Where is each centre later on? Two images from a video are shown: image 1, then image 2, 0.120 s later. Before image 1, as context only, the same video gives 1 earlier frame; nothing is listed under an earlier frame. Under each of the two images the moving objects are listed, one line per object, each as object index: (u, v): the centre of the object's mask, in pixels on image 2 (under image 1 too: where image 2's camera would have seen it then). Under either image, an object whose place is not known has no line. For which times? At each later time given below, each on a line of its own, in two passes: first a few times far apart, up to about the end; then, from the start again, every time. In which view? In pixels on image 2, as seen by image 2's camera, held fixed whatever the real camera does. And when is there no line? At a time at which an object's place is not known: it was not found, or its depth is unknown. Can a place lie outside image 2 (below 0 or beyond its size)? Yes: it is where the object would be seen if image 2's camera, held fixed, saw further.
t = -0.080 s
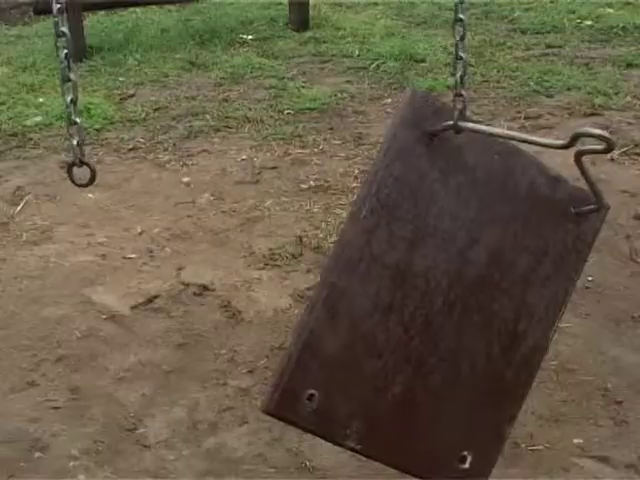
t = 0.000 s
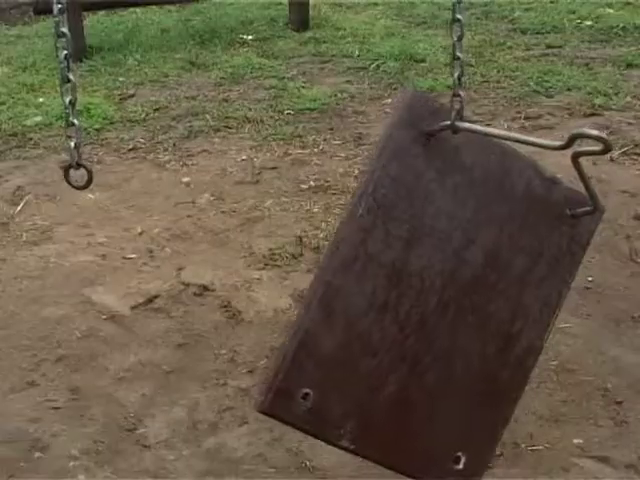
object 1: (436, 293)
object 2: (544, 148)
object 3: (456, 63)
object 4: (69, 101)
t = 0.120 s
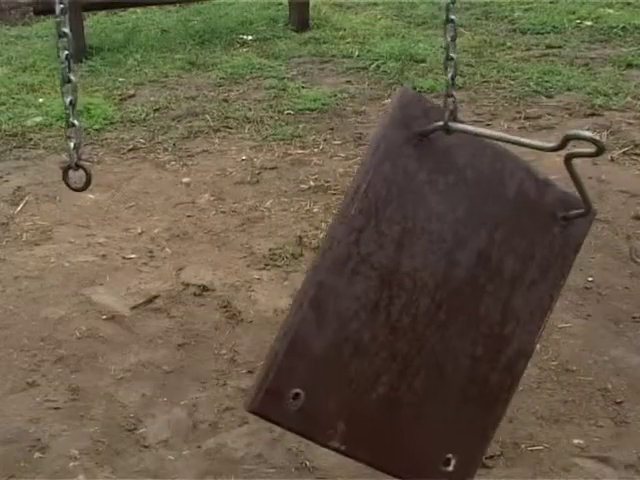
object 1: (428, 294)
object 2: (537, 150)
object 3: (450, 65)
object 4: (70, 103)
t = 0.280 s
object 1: (413, 297)
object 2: (520, 151)
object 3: (435, 65)
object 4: (75, 101)
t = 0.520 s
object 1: (393, 300)
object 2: (502, 155)
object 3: (417, 67)
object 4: (84, 94)
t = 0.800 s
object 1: (379, 303)
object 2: (493, 159)
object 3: (408, 69)
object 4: (71, 94)
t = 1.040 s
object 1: (380, 305)
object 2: (496, 161)
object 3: (406, 69)
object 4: (64, 93)
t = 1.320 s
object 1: (396, 305)
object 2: (510, 159)
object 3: (421, 69)
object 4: (68, 92)
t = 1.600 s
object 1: (421, 302)
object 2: (530, 154)
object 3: (444, 68)
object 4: (63, 99)
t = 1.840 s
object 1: (439, 299)
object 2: (546, 149)
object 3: (457, 66)
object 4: (66, 101)
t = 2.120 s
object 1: (446, 294)
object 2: (554, 146)
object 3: (466, 65)
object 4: (83, 98)
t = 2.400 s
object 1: (436, 294)
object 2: (540, 144)
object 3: (455, 65)
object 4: (78, 97)
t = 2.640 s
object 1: (418, 296)
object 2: (526, 147)
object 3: (440, 65)
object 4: (71, 97)
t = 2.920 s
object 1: (393, 299)
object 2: (504, 151)
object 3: (420, 67)
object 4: (73, 93)
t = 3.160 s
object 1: (379, 303)
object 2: (493, 155)
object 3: (406, 68)
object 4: (64, 96)
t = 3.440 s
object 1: (378, 305)
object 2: (498, 157)
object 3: (408, 69)
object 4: (58, 99)
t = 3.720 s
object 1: (394, 305)
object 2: (507, 155)
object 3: (420, 69)
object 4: (75, 98)
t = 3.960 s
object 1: (415, 303)
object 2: (528, 152)
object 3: (438, 67)
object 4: (78, 100)
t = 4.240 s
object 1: (437, 299)
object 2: (545, 146)
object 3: (459, 67)
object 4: (75, 100)
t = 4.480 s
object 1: (444, 295)
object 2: (549, 142)
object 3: (462, 65)
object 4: (80, 94)
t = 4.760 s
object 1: (437, 293)
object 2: (549, 140)
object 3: (458, 63)
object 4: (71, 94)
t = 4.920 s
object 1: (428, 294)
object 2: (538, 141)
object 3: (450, 63)
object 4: (61, 95)
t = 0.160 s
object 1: (425, 295)
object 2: (533, 150)
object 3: (446, 65)
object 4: (70, 103)
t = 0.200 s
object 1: (421, 296)
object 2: (529, 151)
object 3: (443, 66)
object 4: (71, 102)
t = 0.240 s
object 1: (418, 296)
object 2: (528, 152)
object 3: (439, 65)
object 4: (73, 102)
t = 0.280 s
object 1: (413, 297)
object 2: (520, 151)
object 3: (435, 65)
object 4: (75, 101)
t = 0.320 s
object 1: (410, 297)
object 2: (518, 152)
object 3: (432, 66)
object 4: (78, 100)
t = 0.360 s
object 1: (407, 298)
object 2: (514, 152)
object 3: (428, 66)
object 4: (80, 100)
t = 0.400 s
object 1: (403, 299)
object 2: (511, 153)
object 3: (425, 66)
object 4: (82, 97)
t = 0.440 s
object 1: (400, 300)
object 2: (507, 154)
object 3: (421, 65)
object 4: (83, 95)
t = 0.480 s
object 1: (396, 300)
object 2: (505, 155)
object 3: (419, 68)
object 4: (84, 95)
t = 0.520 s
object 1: (393, 300)
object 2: (502, 155)
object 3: (417, 67)
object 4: (84, 94)
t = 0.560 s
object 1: (390, 301)
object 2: (503, 157)
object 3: (415, 67)
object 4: (84, 94)
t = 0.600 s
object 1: (388, 301)
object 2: (504, 158)
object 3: (414, 67)
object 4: (83, 94)
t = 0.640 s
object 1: (386, 302)
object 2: (500, 158)
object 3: (412, 66)
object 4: (82, 94)
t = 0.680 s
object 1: (384, 302)
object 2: (500, 158)
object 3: (411, 67)
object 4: (79, 94)
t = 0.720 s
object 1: (381, 302)
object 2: (496, 158)
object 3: (410, 68)
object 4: (77, 94)
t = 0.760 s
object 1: (380, 303)
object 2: (497, 159)
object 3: (409, 68)
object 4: (74, 94)
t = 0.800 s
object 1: (379, 303)
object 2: (493, 159)
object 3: (408, 69)
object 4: (71, 94)
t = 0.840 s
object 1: (378, 303)
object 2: (495, 160)
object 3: (407, 68)
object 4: (69, 94)
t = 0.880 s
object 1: (378, 304)
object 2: (494, 160)
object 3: (406, 68)
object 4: (67, 94)
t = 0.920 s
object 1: (377, 304)
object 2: (494, 160)
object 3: (406, 69)
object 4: (65, 93)
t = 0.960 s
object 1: (378, 305)
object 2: (492, 160)
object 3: (406, 69)
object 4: (64, 94)
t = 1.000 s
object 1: (379, 305)
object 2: (494, 160)
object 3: (406, 69)
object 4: (64, 93)
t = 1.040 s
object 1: (380, 305)
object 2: (496, 161)
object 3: (406, 69)
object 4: (64, 93)
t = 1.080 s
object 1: (381, 305)
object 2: (494, 160)
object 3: (407, 69)
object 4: (64, 92)
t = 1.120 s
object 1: (383, 305)
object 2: (496, 160)
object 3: (409, 70)
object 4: (65, 93)
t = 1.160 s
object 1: (385, 305)
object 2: (497, 160)
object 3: (410, 70)
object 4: (66, 93)
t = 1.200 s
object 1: (387, 305)
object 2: (500, 160)
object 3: (412, 69)
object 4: (66, 92)
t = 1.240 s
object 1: (390, 305)
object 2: (503, 160)
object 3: (415, 71)
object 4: (68, 93)
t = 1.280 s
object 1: (393, 305)
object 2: (508, 160)
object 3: (418, 71)
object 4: (68, 92)
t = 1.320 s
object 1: (396, 305)
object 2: (510, 159)
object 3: (421, 69)
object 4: (68, 92)
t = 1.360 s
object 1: (400, 304)
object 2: (516, 159)
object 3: (425, 69)
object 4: (68, 92)
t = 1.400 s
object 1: (403, 304)
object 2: (519, 158)
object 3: (429, 68)
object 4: (68, 93)
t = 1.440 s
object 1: (407, 304)
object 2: (519, 157)
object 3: (432, 68)
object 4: (68, 94)
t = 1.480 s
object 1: (410, 304)
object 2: (525, 157)
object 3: (435, 69)
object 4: (66, 95)
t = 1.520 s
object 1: (414, 303)
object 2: (528, 156)
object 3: (439, 69)
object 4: (65, 97)
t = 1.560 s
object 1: (418, 303)
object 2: (528, 155)
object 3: (442, 68)
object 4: (64, 98)
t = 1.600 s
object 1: (421, 302)
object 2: (530, 154)
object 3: (444, 68)
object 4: (63, 99)
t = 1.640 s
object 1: (424, 302)
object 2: (534, 153)
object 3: (446, 68)
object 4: (62, 100)
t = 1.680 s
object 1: (428, 302)
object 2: (537, 152)
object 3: (448, 68)
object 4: (62, 101)
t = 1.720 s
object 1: (431, 301)
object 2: (541, 152)
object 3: (450, 68)
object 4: (62, 102)
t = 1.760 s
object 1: (433, 300)
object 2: (542, 151)
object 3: (452, 67)
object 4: (63, 101)
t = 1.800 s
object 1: (436, 300)
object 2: (545, 150)
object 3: (454, 67)
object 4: (64, 102)
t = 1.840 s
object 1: (439, 299)
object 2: (546, 149)
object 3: (457, 66)
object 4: (66, 101)
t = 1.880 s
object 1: (441, 298)
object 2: (549, 148)
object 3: (459, 67)
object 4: (69, 101)
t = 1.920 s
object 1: (442, 297)
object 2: (550, 148)
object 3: (460, 66)
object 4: (71, 101)
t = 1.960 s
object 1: (444, 297)
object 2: (552, 147)
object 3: (462, 66)
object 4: (74, 101)
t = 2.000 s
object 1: (444, 296)
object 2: (553, 147)
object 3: (464, 65)
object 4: (76, 100)
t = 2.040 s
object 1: (445, 295)
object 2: (551, 146)
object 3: (465, 65)
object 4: (79, 100)
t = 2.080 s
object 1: (446, 295)
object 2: (553, 146)
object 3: (466, 64)
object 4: (81, 99)
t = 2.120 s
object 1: (446, 294)
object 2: (554, 146)
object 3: (466, 65)
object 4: (83, 98)
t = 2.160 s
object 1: (445, 294)
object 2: (553, 145)
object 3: (465, 64)
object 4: (83, 98)
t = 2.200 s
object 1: (444, 294)
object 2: (550, 145)
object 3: (465, 64)
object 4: (84, 98)
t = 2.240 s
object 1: (444, 294)
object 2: (552, 145)
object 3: (464, 64)
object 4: (84, 98)
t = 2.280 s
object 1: (442, 294)
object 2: (548, 144)
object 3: (462, 64)
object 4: (83, 97)
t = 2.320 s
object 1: (441, 294)
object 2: (549, 145)
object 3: (460, 65)
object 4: (81, 97)
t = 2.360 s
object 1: (438, 294)
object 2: (541, 144)
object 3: (457, 65)
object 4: (79, 97)
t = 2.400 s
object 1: (436, 294)
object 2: (540, 144)
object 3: (455, 65)
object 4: (78, 97)
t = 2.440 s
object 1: (434, 295)
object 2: (536, 144)
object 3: (452, 64)
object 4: (76, 97)
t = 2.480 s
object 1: (431, 295)
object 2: (535, 145)
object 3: (449, 65)
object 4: (75, 97)
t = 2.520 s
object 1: (428, 296)
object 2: (531, 145)
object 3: (446, 65)
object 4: (73, 98)
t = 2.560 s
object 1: (425, 296)
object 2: (530, 146)
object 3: (444, 65)
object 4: (72, 97)
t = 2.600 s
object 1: (421, 296)
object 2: (526, 146)
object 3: (442, 66)
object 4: (71, 98)
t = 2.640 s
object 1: (418, 296)
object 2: (526, 147)
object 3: (440, 65)
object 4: (71, 97)
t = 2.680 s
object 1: (414, 297)
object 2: (523, 148)
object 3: (437, 65)
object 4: (71, 96)
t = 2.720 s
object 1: (411, 297)
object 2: (519, 148)
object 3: (435, 64)
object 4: (71, 95)
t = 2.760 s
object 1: (407, 297)
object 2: (518, 149)
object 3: (432, 67)
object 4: (72, 94)
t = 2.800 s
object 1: (405, 298)
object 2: (515, 150)
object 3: (430, 66)
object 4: (72, 94)
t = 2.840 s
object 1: (401, 298)
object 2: (511, 150)
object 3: (427, 68)
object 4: (73, 94)
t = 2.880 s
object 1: (397, 299)
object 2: (509, 151)
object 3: (424, 68)
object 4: (73, 93)
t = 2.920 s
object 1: (393, 299)
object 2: (504, 151)
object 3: (420, 67)
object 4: (73, 93)
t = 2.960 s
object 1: (390, 300)
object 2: (503, 152)
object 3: (417, 68)
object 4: (72, 93)
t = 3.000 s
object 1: (388, 301)
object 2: (498, 152)
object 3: (414, 68)
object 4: (72, 93)
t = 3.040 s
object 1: (385, 302)
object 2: (499, 153)
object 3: (411, 68)
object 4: (70, 93)
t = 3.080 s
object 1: (382, 301)
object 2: (493, 153)
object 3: (409, 67)
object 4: (68, 93)
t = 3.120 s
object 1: (380, 302)
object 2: (493, 154)
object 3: (407, 69)
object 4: (66, 94)
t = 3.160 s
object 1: (379, 303)
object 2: (493, 155)
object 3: (406, 68)
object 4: (64, 96)
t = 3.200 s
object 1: (378, 303)
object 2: (494, 156)
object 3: (405, 69)
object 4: (62, 96)
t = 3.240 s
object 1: (377, 304)
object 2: (492, 156)
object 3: (405, 70)
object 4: (60, 96)
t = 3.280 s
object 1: (377, 304)
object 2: (493, 156)
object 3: (405, 69)
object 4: (58, 97)
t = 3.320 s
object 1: (376, 304)
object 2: (494, 157)
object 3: (405, 69)
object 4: (57, 97)
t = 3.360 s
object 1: (377, 304)
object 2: (494, 157)
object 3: (406, 69)
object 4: (57, 98)
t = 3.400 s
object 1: (377, 304)
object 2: (493, 157)
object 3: (407, 70)
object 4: (57, 99)
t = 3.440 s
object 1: (378, 305)
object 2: (498, 157)
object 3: (408, 69)
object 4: (58, 99)
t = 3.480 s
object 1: (380, 305)
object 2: (498, 156)
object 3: (409, 69)
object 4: (60, 100)
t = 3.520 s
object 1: (381, 305)
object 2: (498, 157)
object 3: (411, 70)
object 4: (62, 101)
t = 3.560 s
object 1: (383, 305)
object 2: (501, 157)
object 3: (413, 69)
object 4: (65, 101)
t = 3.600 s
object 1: (386, 305)
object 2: (502, 157)
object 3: (414, 69)
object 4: (67, 102)
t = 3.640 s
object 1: (388, 305)
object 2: (504, 156)
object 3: (416, 70)
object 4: (70, 100)
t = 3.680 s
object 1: (391, 305)
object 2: (507, 156)
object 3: (418, 71)
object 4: (73, 98)
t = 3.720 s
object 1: (394, 305)
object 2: (507, 155)
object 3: (420, 69)
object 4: (75, 98)
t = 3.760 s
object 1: (397, 305)
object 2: (510, 155)
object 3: (423, 70)
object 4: (77, 98)
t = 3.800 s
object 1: (401, 304)
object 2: (512, 153)
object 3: (425, 69)
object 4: (78, 98)
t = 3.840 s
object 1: (404, 304)
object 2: (517, 154)
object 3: (428, 68)
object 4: (79, 99)
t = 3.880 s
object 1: (408, 304)
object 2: (519, 153)
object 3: (431, 69)
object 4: (79, 99)
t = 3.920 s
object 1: (412, 303)
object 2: (521, 152)
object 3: (435, 68)
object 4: (79, 99)
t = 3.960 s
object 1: (415, 303)
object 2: (528, 152)
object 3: (438, 67)
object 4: (78, 100)
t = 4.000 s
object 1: (419, 303)
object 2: (529, 151)
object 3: (442, 67)
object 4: (77, 100)
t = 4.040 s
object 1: (423, 302)
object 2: (533, 150)
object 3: (445, 67)
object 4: (76, 100)
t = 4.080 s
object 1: (426, 302)
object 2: (537, 150)
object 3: (448, 68)
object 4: (75, 101)
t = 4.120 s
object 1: (430, 301)
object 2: (537, 148)
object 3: (452, 67)
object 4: (75, 101)
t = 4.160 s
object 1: (432, 300)
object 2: (541, 147)
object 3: (454, 67)
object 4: (75, 101)
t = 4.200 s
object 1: (435, 300)
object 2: (543, 147)
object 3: (457, 66)
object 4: (75, 101)
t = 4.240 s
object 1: (437, 299)
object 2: (545, 146)
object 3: (459, 67)
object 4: (75, 100)
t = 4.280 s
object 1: (439, 298)
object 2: (548, 146)
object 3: (460, 67)
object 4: (76, 99)
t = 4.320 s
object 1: (441, 297)
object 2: (550, 145)
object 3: (461, 66)
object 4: (77, 98)
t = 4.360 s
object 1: (443, 297)
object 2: (548, 144)
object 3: (462, 66)
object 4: (78, 96)
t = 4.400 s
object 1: (443, 297)
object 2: (551, 144)
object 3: (462, 66)
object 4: (79, 95)
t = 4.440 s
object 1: (444, 296)
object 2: (552, 143)
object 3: (462, 65)
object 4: (80, 95)
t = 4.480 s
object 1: (444, 295)
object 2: (549, 142)
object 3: (462, 65)
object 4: (80, 94)
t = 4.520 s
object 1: (444, 295)
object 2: (550, 142)
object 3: (462, 65)
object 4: (80, 93)
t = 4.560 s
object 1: (444, 294)
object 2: (551, 142)
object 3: (462, 64)
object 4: (80, 93)
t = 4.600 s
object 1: (443, 294)
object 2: (551, 141)
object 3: (462, 64)
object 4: (79, 93)
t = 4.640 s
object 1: (443, 294)
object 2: (553, 141)
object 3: (462, 64)
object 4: (78, 92)
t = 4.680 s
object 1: (442, 293)
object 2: (551, 141)
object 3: (461, 64)
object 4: (76, 93)
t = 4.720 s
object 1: (440, 293)
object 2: (550, 141)
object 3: (460, 62)
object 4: (73, 93)
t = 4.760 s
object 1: (437, 293)
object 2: (549, 140)
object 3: (458, 63)
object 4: (71, 94)
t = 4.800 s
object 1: (436, 293)
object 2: (544, 140)
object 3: (457, 62)
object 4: (68, 93)
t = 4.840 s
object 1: (434, 293)
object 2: (545, 142)
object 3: (456, 61)
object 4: (65, 93)
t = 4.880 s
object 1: (431, 294)
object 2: (541, 141)
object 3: (453, 63)
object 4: (63, 95)
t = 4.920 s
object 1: (428, 294)
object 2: (538, 141)
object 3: (450, 63)
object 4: (61, 95)
